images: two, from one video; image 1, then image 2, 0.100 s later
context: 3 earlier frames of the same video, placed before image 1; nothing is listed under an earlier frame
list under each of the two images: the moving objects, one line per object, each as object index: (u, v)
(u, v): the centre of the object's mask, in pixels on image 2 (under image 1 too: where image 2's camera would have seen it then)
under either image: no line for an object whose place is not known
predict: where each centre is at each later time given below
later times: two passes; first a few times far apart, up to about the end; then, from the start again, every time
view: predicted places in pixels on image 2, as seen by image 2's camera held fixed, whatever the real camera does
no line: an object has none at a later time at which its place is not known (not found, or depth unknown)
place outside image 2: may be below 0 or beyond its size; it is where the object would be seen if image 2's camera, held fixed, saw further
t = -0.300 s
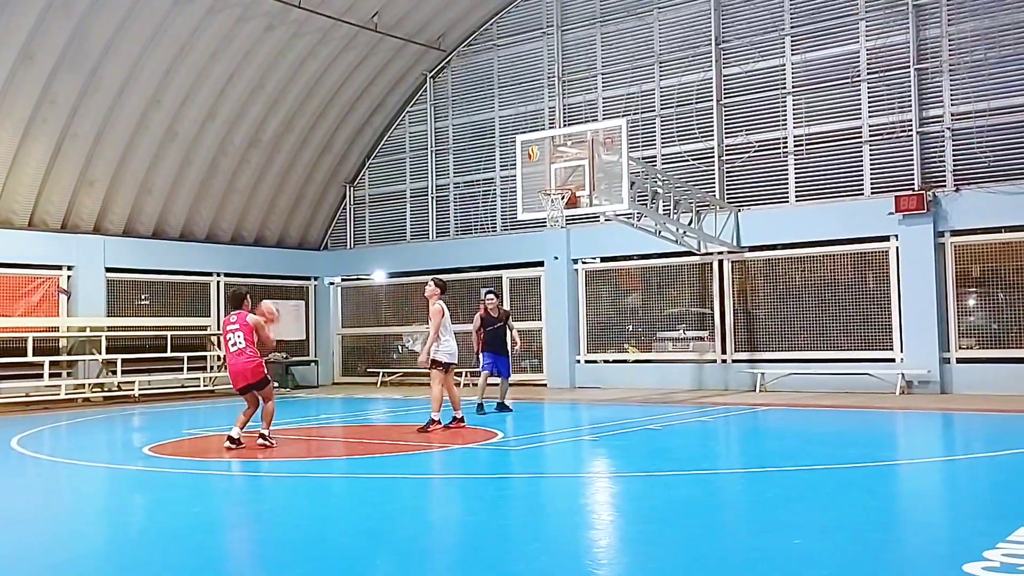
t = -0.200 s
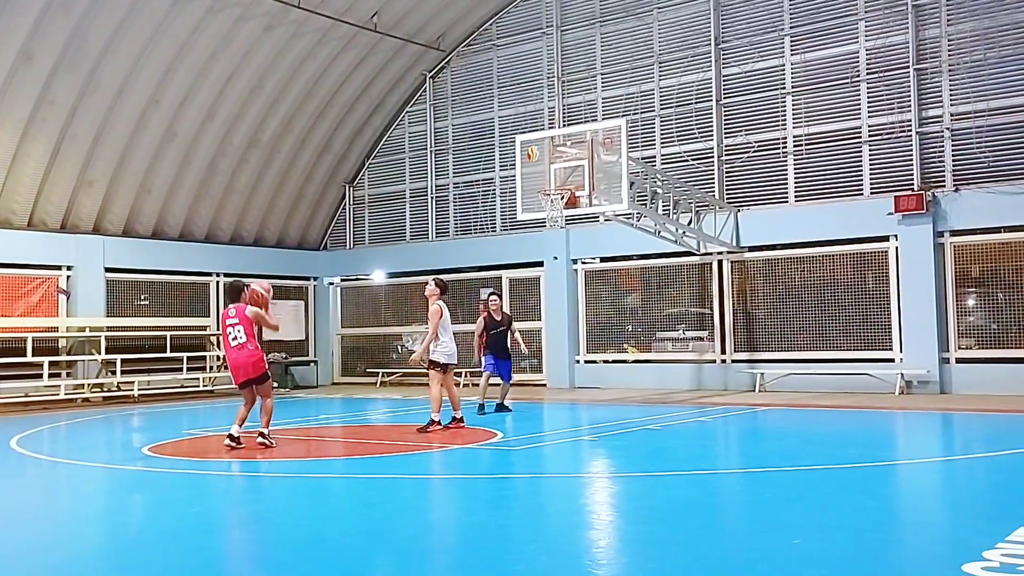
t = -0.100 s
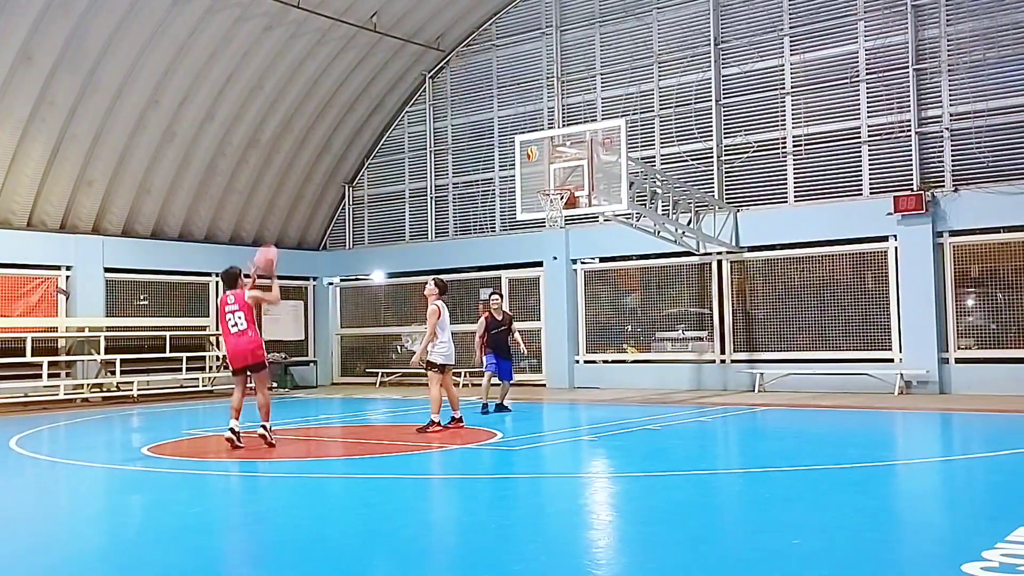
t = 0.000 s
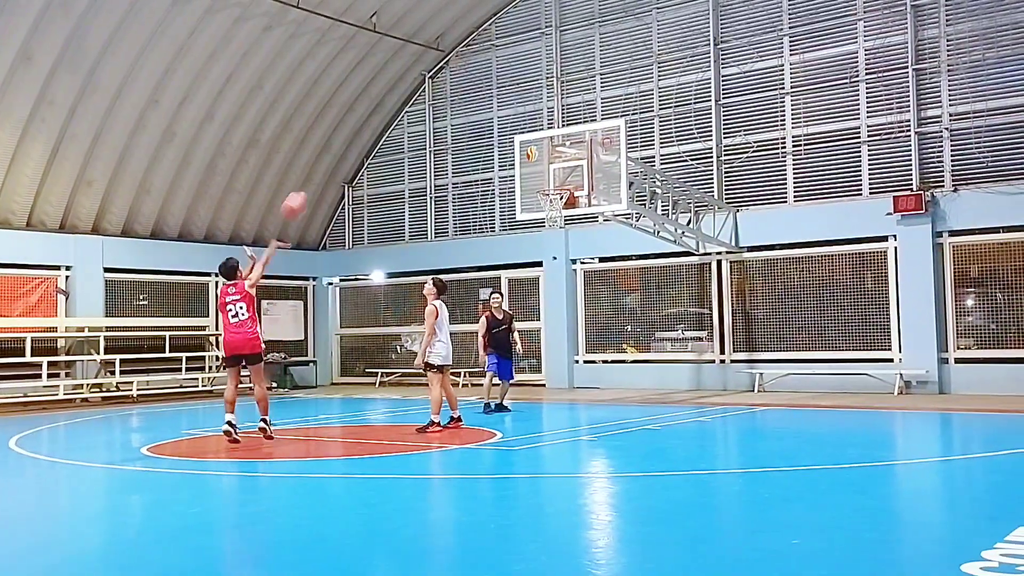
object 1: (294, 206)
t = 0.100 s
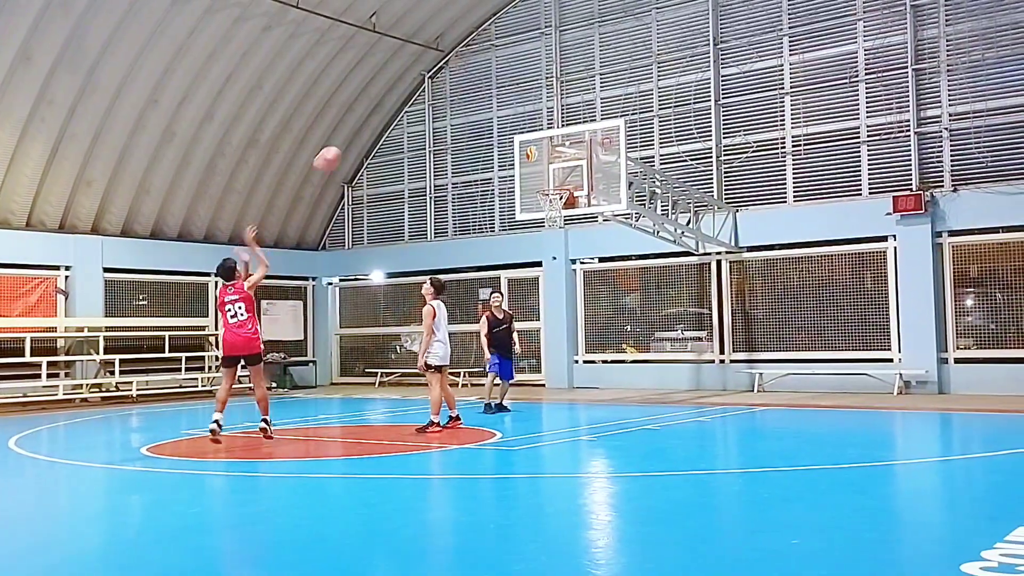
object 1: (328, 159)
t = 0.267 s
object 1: (379, 107)
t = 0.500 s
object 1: (442, 79)
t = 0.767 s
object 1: (506, 100)
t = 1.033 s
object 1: (562, 167)
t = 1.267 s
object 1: (568, 177)
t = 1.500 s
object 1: (564, 205)
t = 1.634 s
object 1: (555, 246)
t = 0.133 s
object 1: (338, 147)
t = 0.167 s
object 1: (349, 136)
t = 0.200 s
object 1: (358, 124)
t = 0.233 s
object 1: (369, 115)
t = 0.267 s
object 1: (379, 107)
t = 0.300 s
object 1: (387, 100)
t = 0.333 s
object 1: (397, 94)
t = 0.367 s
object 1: (406, 90)
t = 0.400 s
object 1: (416, 85)
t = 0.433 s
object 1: (425, 82)
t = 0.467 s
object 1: (434, 80)
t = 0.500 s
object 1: (442, 79)
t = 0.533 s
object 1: (451, 79)
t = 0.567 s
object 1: (459, 79)
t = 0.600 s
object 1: (467, 81)
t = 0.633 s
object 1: (475, 83)
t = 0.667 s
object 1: (483, 86)
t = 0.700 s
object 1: (491, 90)
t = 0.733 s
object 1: (499, 95)
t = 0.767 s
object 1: (506, 100)
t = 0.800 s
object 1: (514, 105)
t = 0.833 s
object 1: (521, 112)
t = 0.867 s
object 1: (528, 120)
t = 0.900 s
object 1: (533, 127)
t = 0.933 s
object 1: (542, 137)
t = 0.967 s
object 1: (549, 145)
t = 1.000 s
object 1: (555, 155)
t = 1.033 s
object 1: (562, 167)
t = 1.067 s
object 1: (568, 179)
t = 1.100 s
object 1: (574, 183)
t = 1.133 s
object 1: (573, 181)
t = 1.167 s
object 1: (572, 179)
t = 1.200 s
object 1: (571, 178)
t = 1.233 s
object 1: (570, 177)
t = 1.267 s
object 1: (568, 177)
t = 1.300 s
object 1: (568, 178)
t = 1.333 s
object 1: (566, 180)
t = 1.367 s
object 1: (565, 182)
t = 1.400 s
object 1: (564, 186)
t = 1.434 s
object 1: (562, 194)
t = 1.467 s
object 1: (564, 201)
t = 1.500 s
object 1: (564, 205)
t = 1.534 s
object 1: (558, 217)
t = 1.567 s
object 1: (557, 224)
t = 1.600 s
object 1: (556, 235)
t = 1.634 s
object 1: (555, 246)
